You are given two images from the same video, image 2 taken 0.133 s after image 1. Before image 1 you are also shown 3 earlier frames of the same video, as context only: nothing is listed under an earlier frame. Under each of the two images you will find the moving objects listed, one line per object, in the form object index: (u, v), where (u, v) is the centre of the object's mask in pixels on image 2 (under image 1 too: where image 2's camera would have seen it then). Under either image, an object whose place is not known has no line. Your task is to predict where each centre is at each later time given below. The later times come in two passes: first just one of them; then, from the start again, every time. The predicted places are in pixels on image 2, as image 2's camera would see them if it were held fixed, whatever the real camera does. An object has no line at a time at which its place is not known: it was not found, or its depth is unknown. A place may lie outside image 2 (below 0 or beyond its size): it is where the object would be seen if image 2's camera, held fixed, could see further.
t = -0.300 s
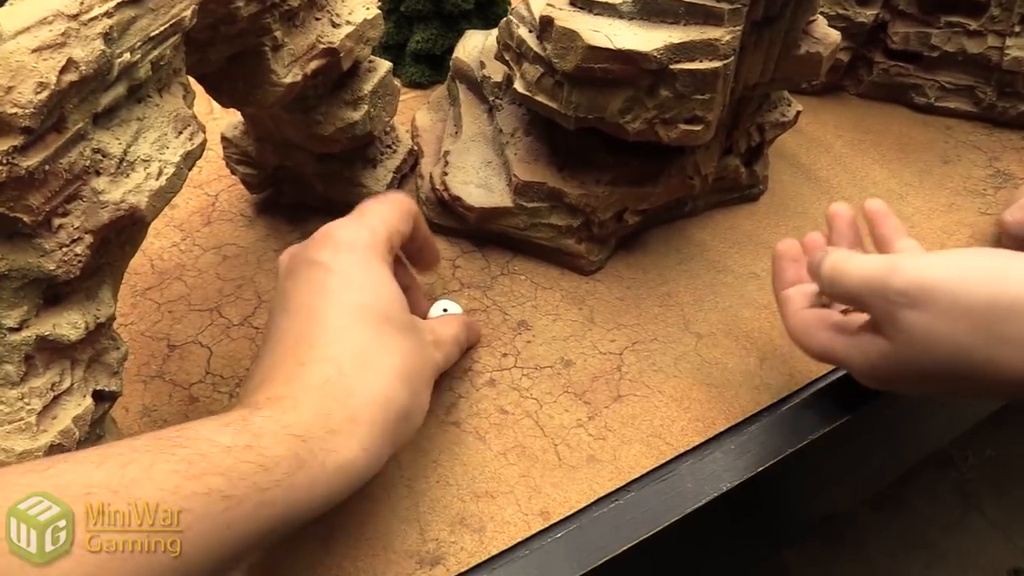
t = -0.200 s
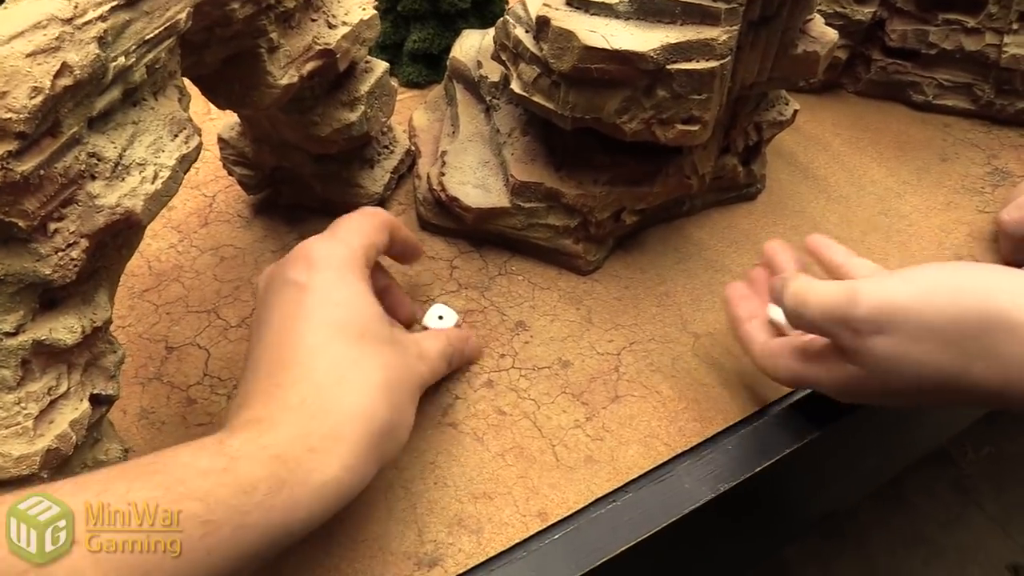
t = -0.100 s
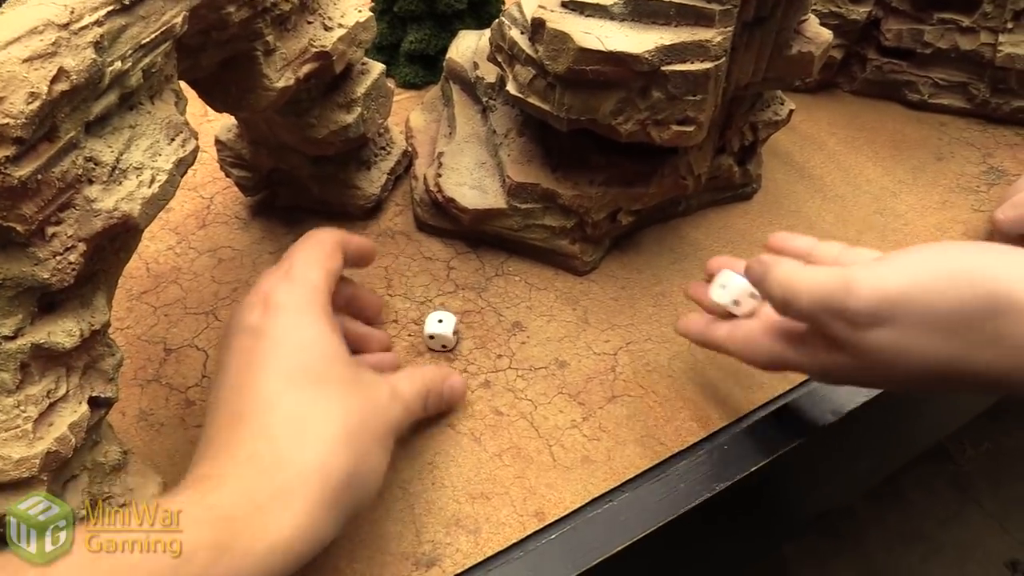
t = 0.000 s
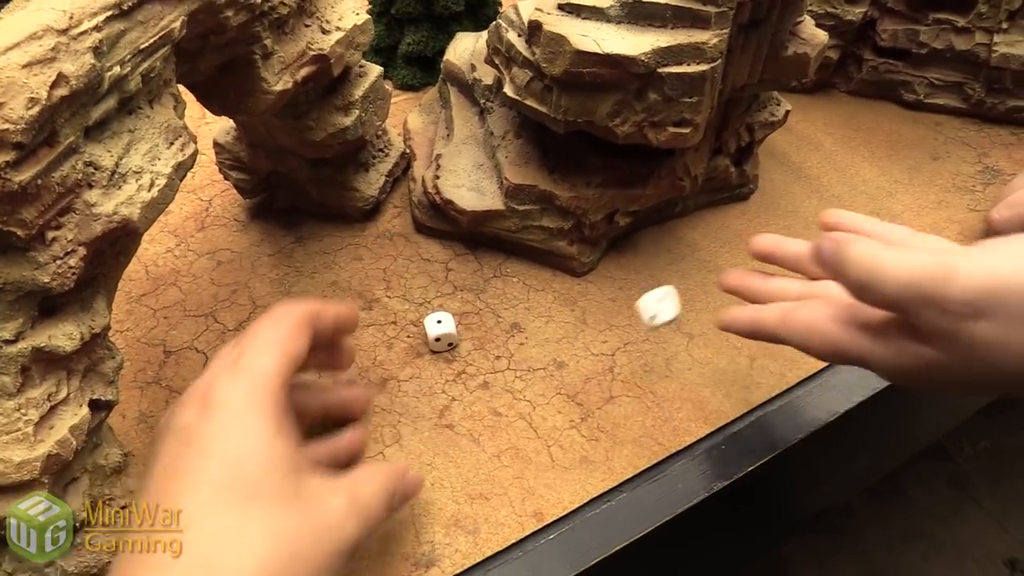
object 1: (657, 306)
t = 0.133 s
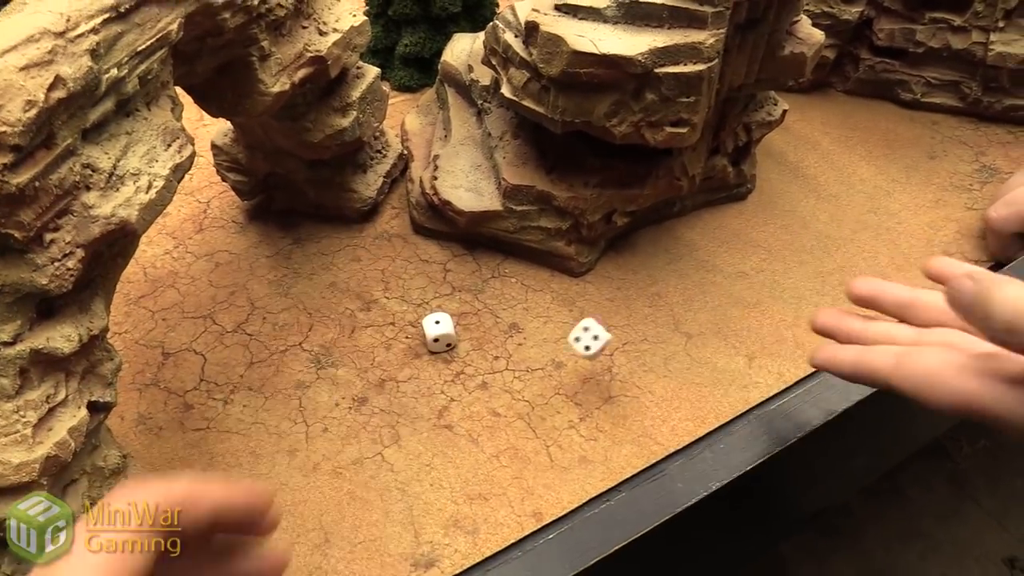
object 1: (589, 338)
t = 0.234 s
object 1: (553, 361)
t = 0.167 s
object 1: (578, 350)
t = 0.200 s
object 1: (568, 376)
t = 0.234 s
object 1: (553, 361)
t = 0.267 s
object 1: (540, 356)
